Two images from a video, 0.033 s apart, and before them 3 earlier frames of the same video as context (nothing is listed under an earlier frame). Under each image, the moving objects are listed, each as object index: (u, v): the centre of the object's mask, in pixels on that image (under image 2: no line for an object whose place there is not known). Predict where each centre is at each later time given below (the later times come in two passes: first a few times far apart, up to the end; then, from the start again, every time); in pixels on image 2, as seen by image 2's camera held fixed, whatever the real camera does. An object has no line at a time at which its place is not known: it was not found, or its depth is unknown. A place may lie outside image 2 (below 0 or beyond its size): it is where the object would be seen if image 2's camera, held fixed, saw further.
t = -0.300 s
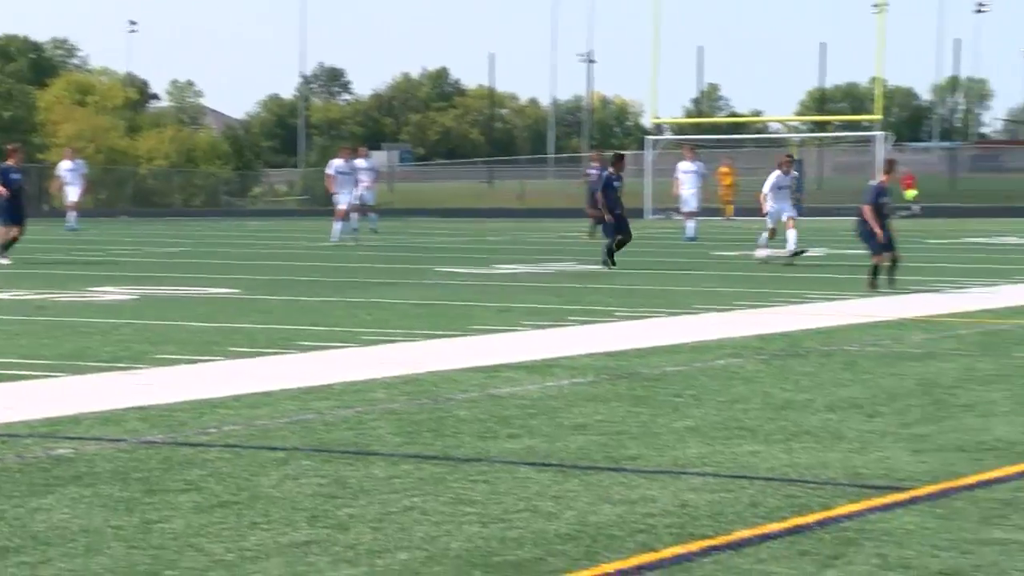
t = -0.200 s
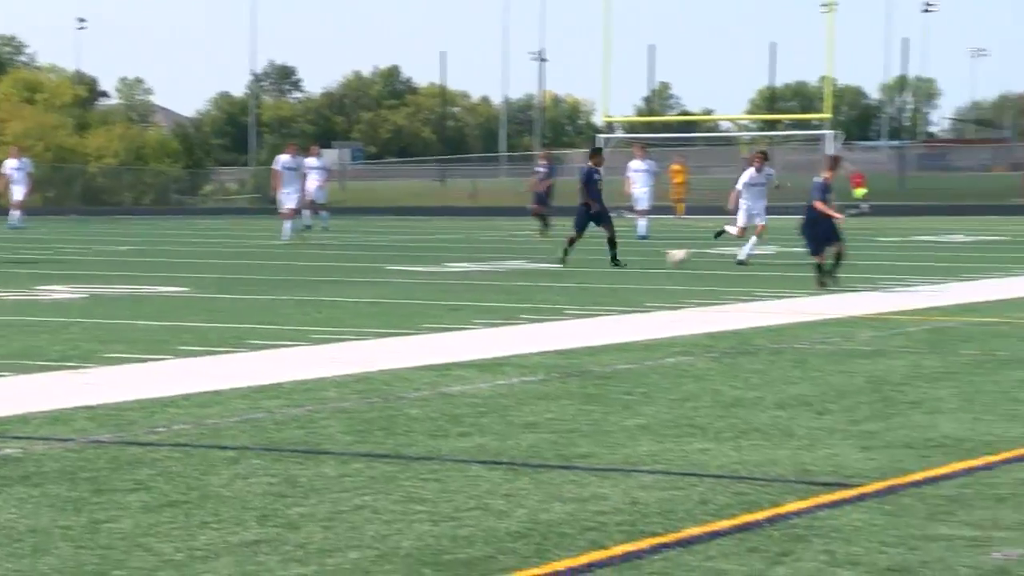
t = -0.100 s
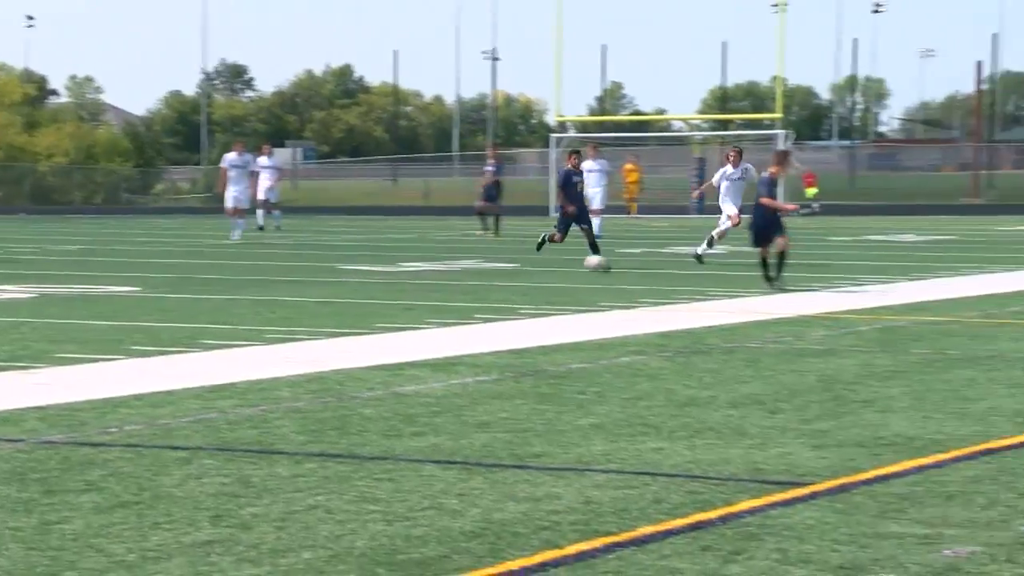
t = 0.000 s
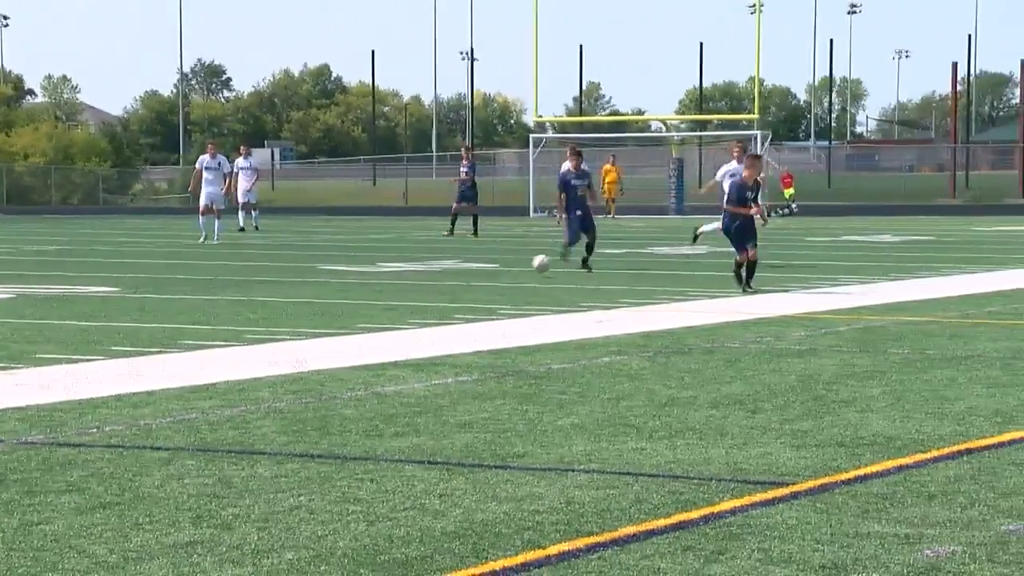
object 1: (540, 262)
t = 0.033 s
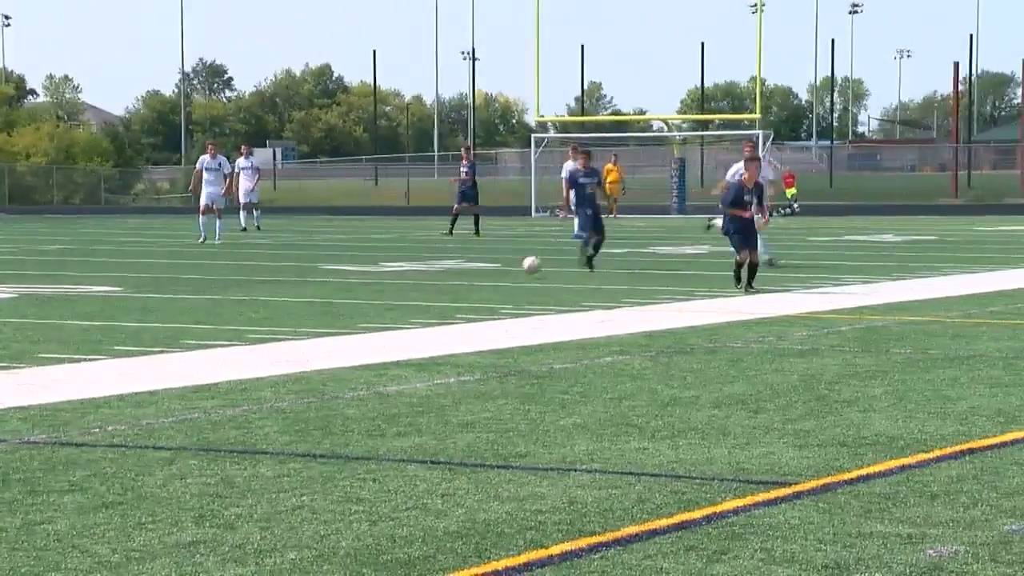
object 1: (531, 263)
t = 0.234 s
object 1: (466, 268)
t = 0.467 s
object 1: (384, 277)
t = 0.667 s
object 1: (308, 289)
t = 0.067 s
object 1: (519, 267)
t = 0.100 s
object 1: (508, 271)
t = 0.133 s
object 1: (497, 270)
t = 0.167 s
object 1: (487, 268)
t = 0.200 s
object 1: (477, 267)
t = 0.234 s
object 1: (466, 268)
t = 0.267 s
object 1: (455, 269)
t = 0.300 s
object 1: (443, 272)
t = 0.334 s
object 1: (432, 275)
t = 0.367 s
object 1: (419, 279)
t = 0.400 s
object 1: (408, 278)
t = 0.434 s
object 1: (396, 278)
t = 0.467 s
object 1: (384, 277)
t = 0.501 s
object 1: (372, 278)
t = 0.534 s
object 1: (359, 280)
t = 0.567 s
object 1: (346, 282)
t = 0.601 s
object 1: (333, 287)
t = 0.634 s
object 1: (321, 290)
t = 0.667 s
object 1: (308, 289)
